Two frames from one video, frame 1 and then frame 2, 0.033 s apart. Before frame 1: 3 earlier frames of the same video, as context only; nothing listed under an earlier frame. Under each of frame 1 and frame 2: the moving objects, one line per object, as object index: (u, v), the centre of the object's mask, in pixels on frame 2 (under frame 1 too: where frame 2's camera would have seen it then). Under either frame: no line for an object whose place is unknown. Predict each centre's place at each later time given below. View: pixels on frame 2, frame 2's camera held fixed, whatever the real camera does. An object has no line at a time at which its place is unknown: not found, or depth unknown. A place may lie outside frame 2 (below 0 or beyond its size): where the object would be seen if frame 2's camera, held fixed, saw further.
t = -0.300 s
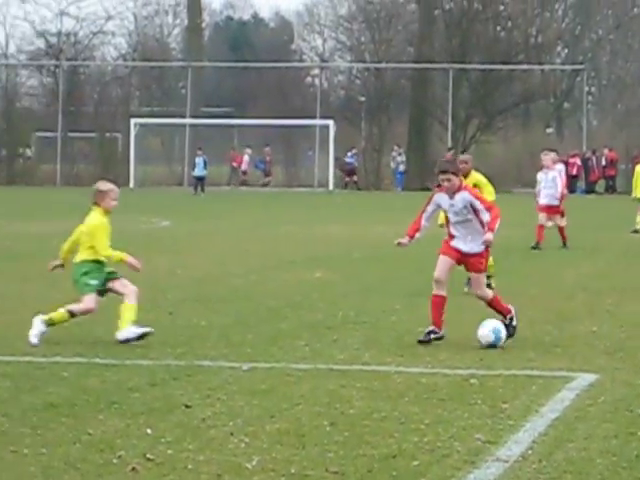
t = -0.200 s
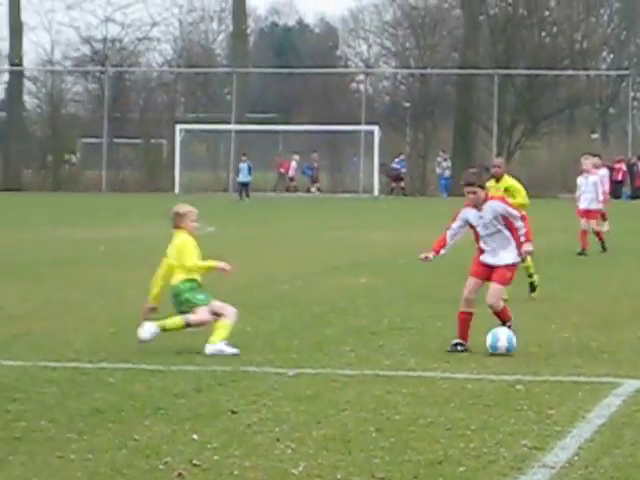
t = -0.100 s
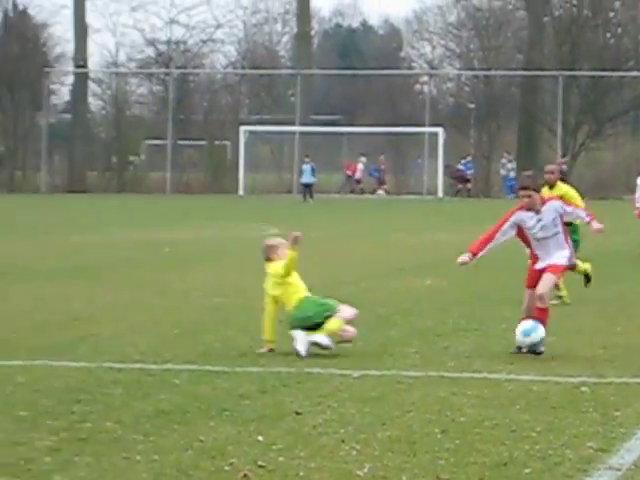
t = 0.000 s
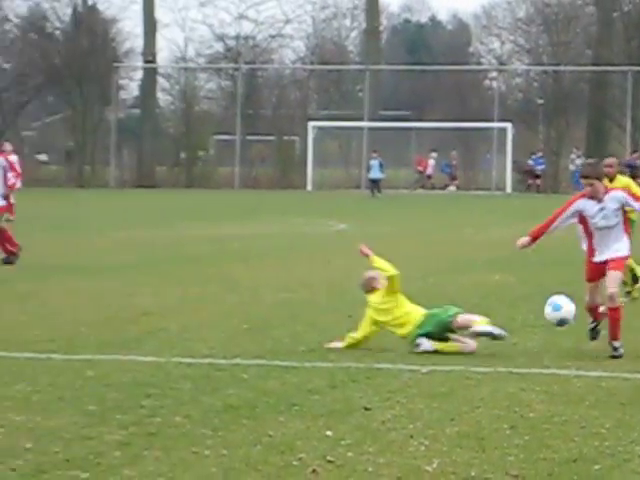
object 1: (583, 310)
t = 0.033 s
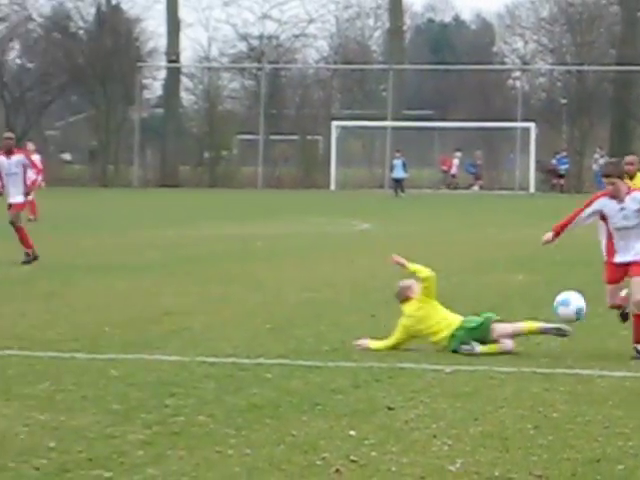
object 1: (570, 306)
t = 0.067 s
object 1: (555, 303)
